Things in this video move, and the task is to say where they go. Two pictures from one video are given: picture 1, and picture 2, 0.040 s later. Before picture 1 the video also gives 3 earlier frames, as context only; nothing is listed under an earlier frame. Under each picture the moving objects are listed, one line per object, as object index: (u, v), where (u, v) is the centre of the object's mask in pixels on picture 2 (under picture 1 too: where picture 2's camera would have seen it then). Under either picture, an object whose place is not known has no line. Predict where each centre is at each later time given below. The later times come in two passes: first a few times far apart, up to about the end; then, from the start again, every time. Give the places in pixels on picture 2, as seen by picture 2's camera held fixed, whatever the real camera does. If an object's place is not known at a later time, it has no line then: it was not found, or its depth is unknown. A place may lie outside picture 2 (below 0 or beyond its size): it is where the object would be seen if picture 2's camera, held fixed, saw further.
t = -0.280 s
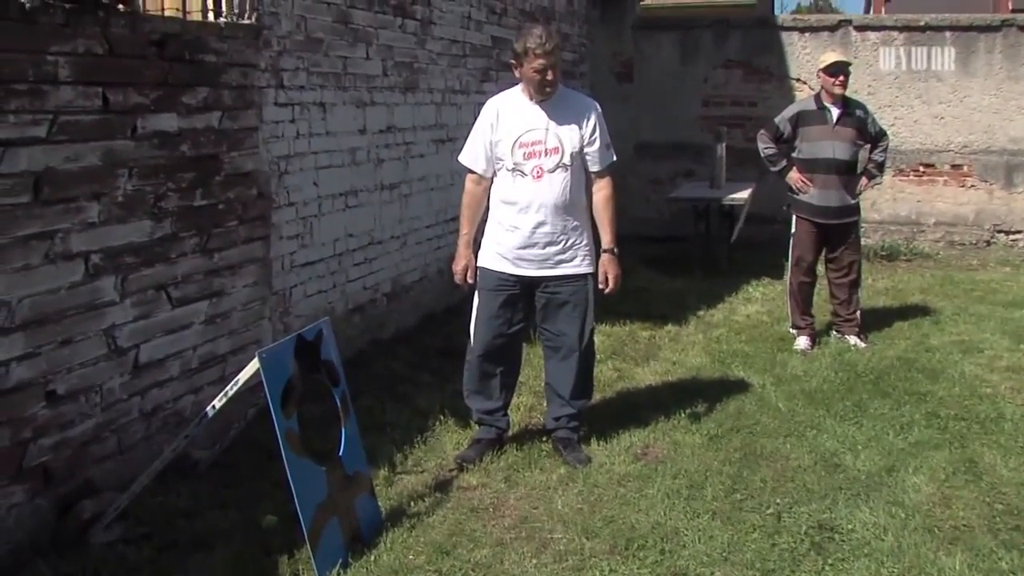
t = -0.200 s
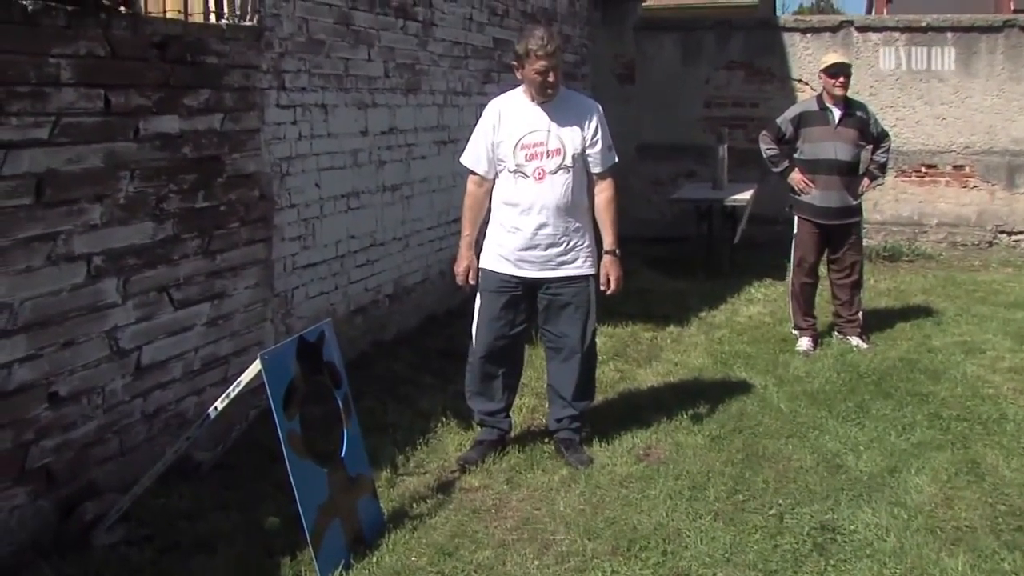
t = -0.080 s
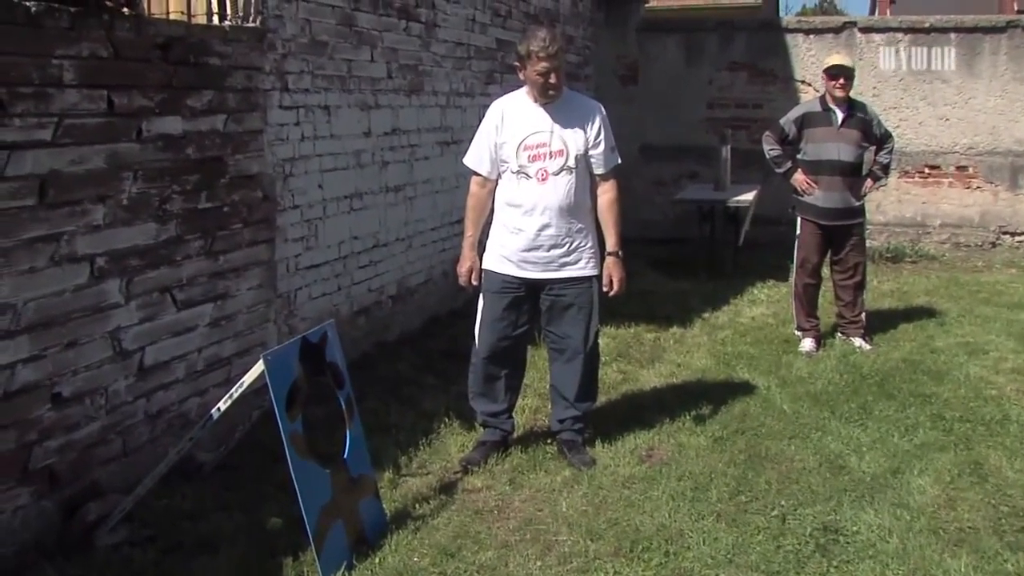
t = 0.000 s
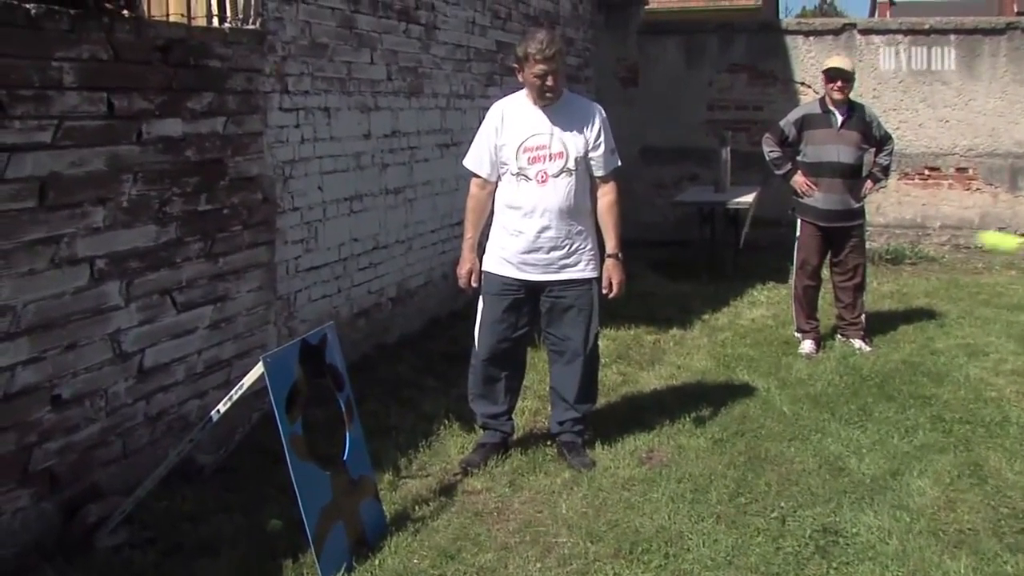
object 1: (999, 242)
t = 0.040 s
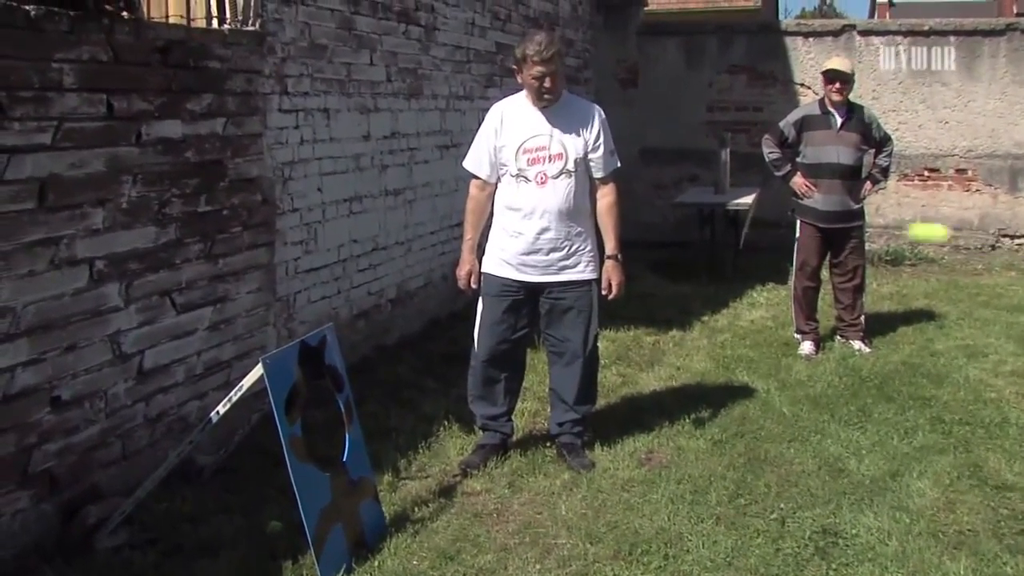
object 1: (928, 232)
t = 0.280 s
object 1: (518, 291)
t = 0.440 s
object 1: (307, 406)
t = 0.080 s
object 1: (856, 229)
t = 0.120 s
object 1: (786, 230)
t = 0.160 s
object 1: (718, 238)
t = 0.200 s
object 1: (651, 250)
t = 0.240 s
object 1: (585, 265)
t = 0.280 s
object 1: (518, 291)
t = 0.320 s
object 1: (457, 315)
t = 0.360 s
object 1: (400, 344)
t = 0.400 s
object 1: (347, 377)
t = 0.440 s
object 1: (307, 406)
